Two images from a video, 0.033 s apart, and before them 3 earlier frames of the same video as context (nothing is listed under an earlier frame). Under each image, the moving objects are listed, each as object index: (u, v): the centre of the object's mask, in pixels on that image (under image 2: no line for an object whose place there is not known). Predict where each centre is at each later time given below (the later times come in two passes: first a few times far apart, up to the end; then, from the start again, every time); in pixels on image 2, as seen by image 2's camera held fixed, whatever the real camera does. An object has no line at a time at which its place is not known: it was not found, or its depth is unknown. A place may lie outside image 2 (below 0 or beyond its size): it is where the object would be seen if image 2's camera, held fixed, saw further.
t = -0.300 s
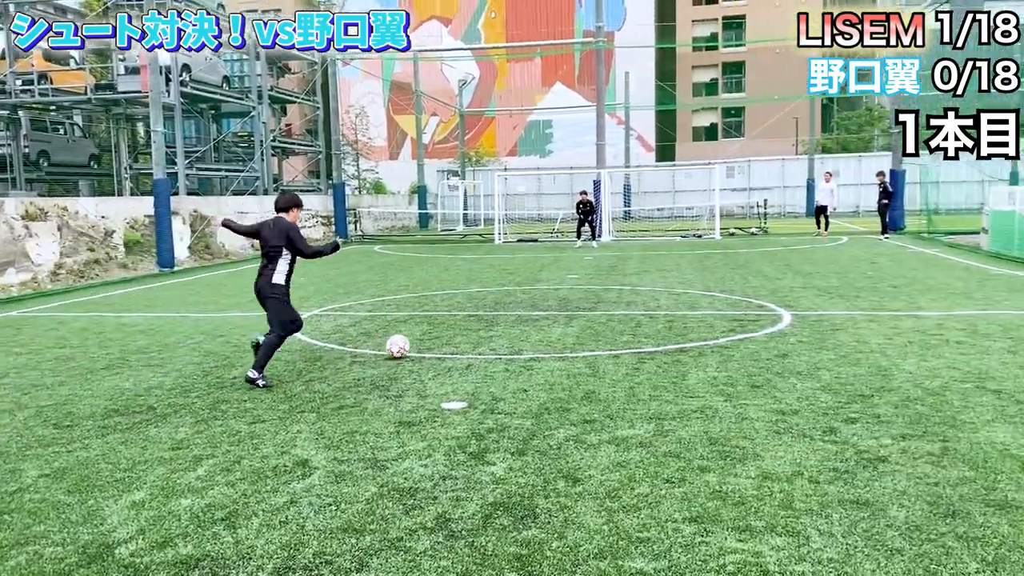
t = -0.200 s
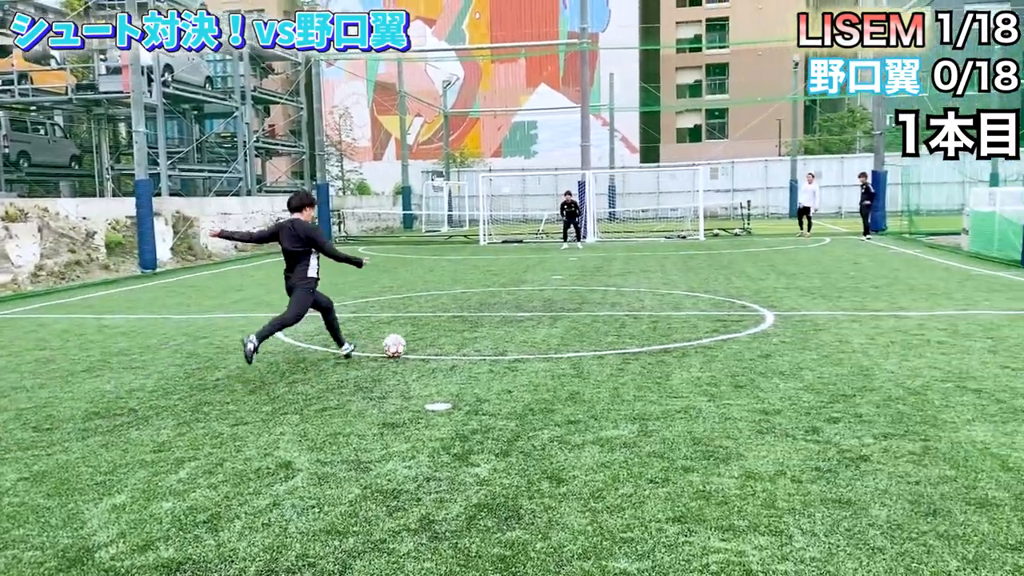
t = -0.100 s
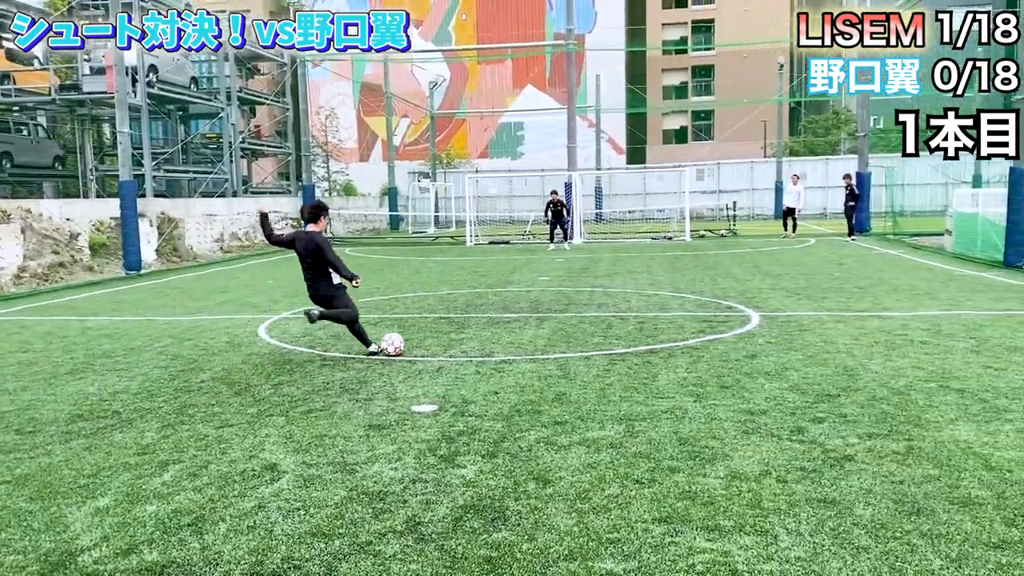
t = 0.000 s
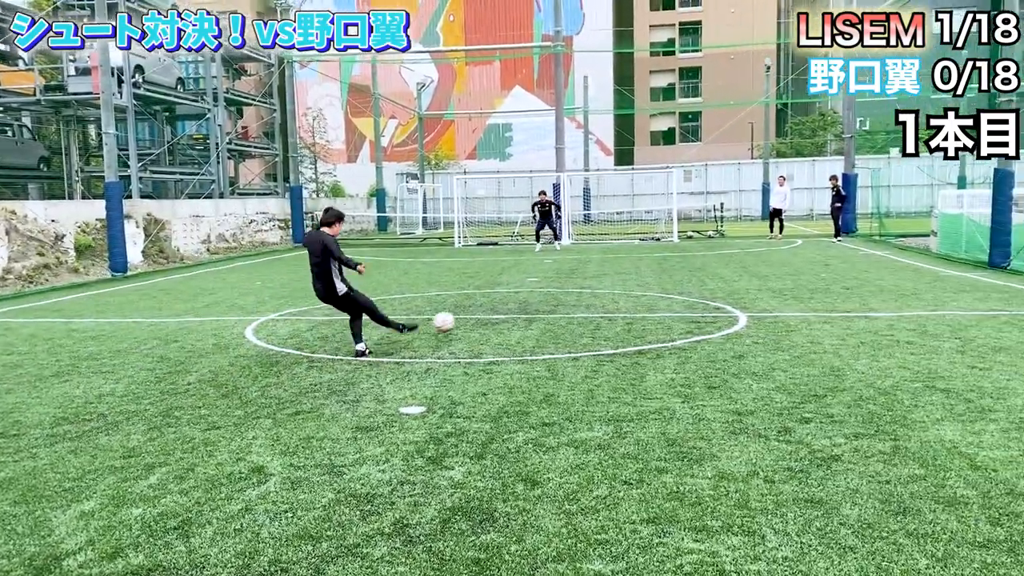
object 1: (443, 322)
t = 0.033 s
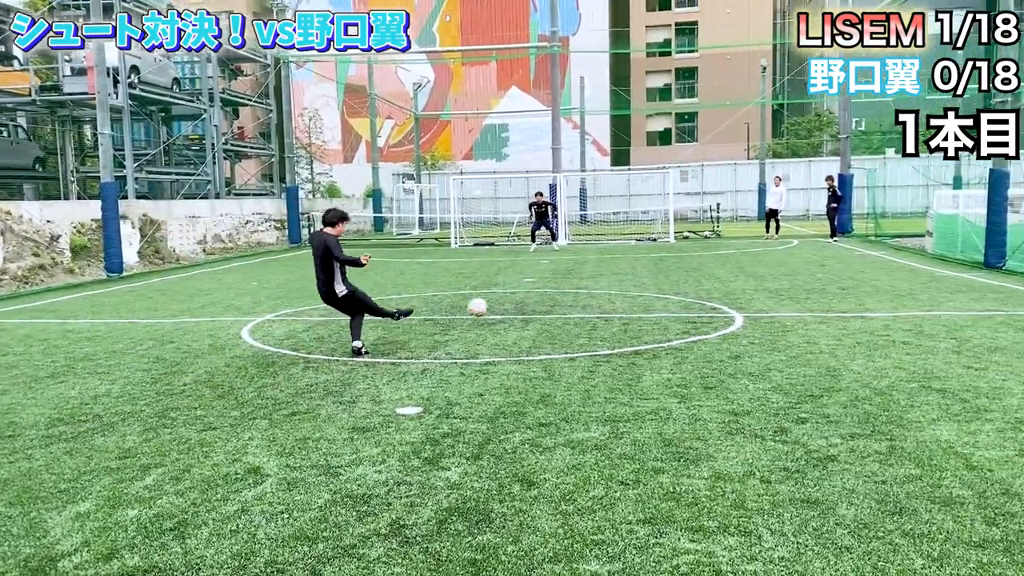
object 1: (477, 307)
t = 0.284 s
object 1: (626, 258)
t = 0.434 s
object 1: (665, 255)
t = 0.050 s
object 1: (494, 301)
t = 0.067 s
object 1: (509, 294)
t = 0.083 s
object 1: (522, 290)
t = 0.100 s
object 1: (535, 285)
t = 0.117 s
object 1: (546, 281)
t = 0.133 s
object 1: (557, 277)
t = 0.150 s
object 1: (567, 274)
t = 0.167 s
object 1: (577, 271)
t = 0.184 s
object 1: (585, 268)
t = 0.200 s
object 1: (593, 266)
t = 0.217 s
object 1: (601, 264)
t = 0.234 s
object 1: (608, 262)
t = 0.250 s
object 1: (615, 260)
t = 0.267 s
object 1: (620, 259)
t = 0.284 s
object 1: (626, 258)
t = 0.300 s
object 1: (632, 257)
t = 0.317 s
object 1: (637, 256)
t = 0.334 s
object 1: (642, 256)
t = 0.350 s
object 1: (646, 255)
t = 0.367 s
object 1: (651, 255)
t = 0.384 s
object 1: (654, 255)
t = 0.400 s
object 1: (658, 254)
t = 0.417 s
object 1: (662, 254)
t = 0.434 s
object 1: (665, 255)
